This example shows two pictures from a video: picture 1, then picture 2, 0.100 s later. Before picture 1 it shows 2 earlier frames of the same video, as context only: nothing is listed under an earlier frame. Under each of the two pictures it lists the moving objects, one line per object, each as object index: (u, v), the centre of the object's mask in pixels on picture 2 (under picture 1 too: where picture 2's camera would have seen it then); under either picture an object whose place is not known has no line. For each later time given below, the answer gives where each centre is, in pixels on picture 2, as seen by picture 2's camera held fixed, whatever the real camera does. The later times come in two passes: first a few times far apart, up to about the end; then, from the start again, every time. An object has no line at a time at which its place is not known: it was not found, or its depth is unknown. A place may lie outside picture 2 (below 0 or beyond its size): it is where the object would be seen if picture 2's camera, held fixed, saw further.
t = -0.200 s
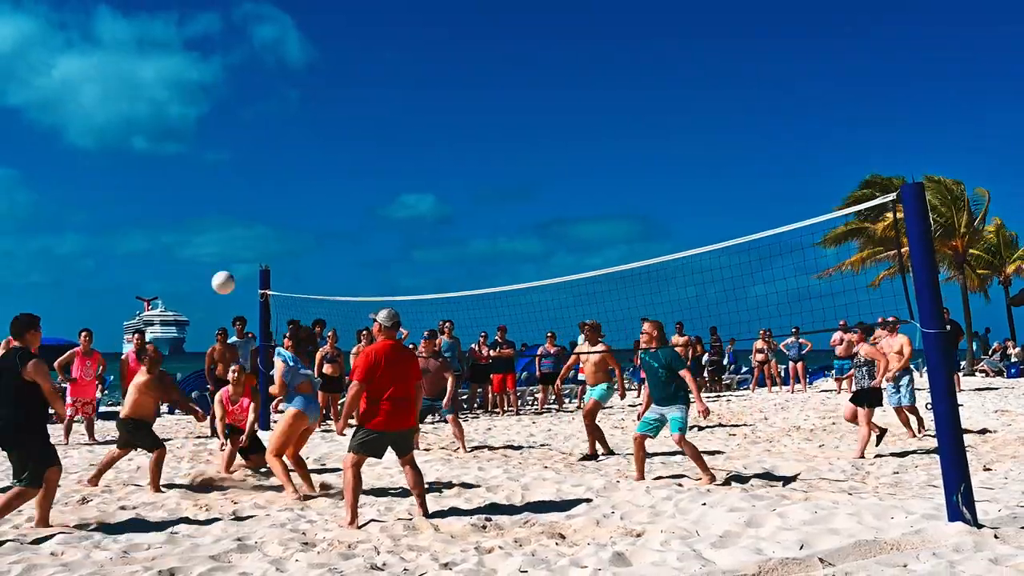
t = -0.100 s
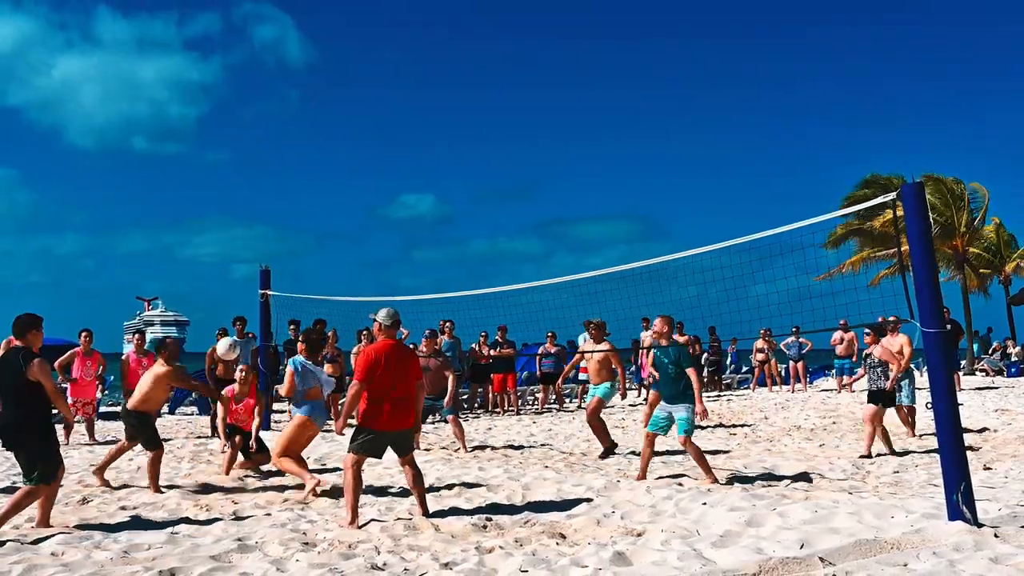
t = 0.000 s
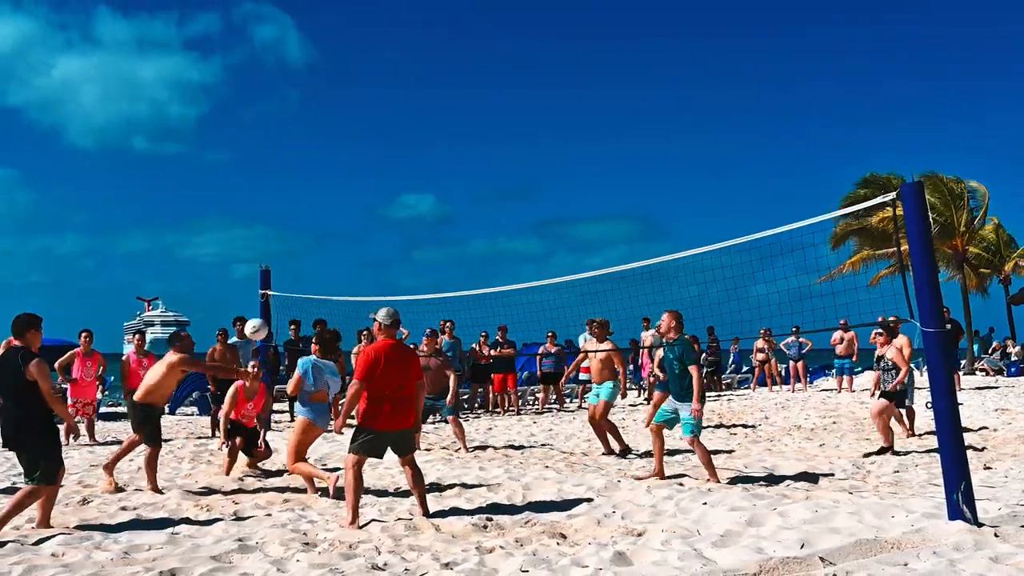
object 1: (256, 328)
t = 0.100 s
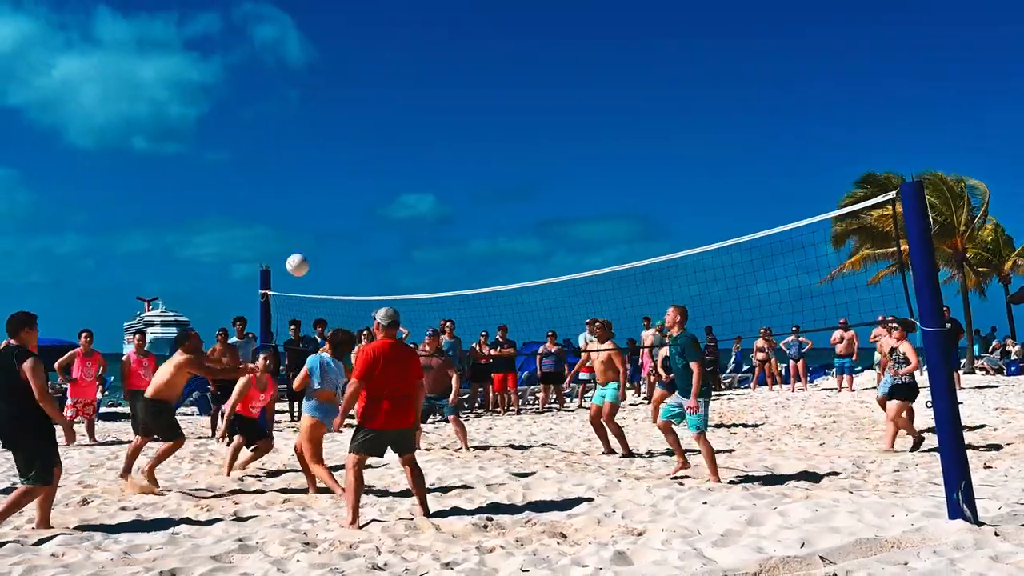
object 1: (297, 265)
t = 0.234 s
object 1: (351, 196)
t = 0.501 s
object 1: (458, 116)
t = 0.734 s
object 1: (552, 103)
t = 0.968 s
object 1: (640, 147)
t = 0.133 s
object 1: (311, 246)
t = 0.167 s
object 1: (324, 228)
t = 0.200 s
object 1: (338, 212)
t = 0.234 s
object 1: (351, 196)
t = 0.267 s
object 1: (365, 182)
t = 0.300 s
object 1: (379, 169)
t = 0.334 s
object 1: (392, 157)
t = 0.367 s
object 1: (405, 147)
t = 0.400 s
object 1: (419, 137)
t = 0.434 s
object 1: (432, 129)
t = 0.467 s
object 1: (445, 122)
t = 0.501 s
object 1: (458, 116)
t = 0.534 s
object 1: (471, 111)
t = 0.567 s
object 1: (484, 108)
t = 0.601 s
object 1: (498, 104)
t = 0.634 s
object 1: (512, 102)
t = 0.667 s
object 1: (526, 101)
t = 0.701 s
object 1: (538, 102)
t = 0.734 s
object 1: (552, 103)
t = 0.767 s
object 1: (564, 107)
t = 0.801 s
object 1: (578, 110)
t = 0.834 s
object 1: (591, 115)
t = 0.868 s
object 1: (603, 122)
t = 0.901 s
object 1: (615, 129)
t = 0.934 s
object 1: (628, 138)
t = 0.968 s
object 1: (640, 147)
